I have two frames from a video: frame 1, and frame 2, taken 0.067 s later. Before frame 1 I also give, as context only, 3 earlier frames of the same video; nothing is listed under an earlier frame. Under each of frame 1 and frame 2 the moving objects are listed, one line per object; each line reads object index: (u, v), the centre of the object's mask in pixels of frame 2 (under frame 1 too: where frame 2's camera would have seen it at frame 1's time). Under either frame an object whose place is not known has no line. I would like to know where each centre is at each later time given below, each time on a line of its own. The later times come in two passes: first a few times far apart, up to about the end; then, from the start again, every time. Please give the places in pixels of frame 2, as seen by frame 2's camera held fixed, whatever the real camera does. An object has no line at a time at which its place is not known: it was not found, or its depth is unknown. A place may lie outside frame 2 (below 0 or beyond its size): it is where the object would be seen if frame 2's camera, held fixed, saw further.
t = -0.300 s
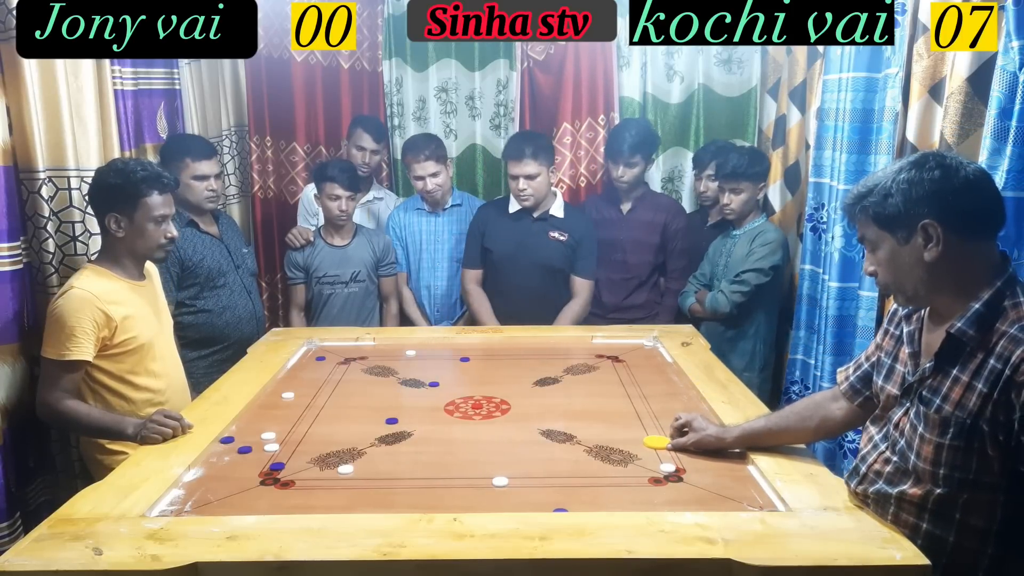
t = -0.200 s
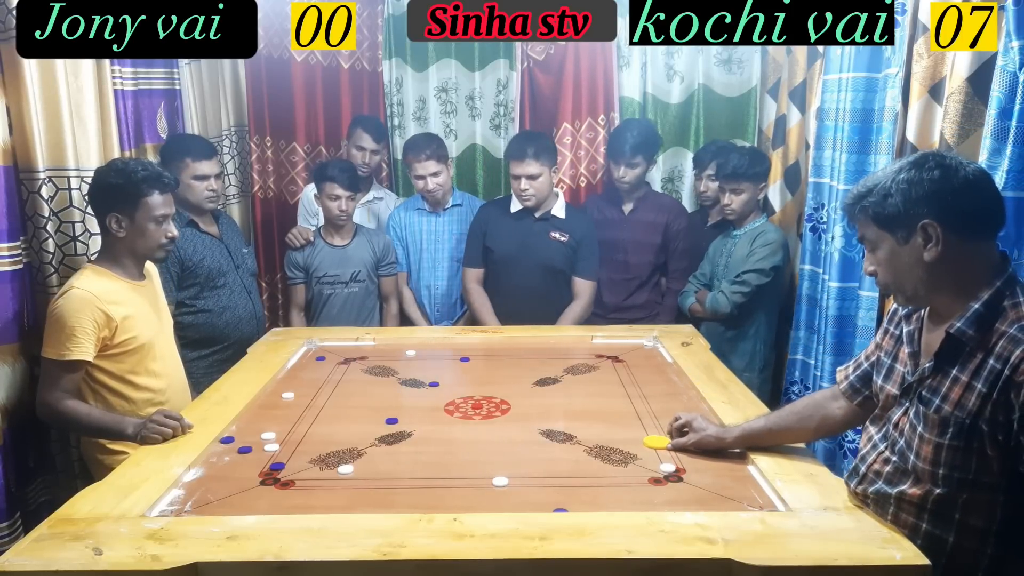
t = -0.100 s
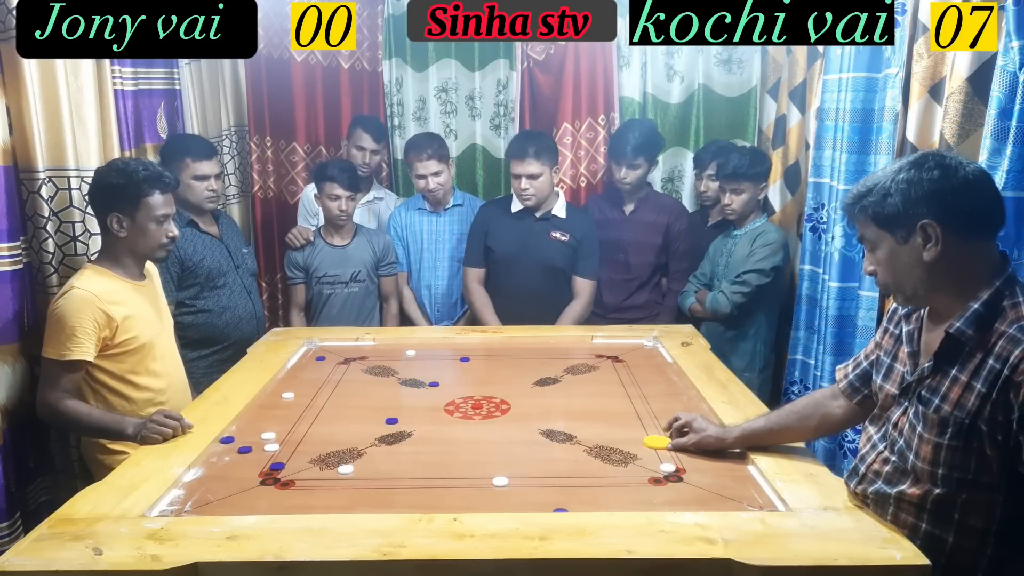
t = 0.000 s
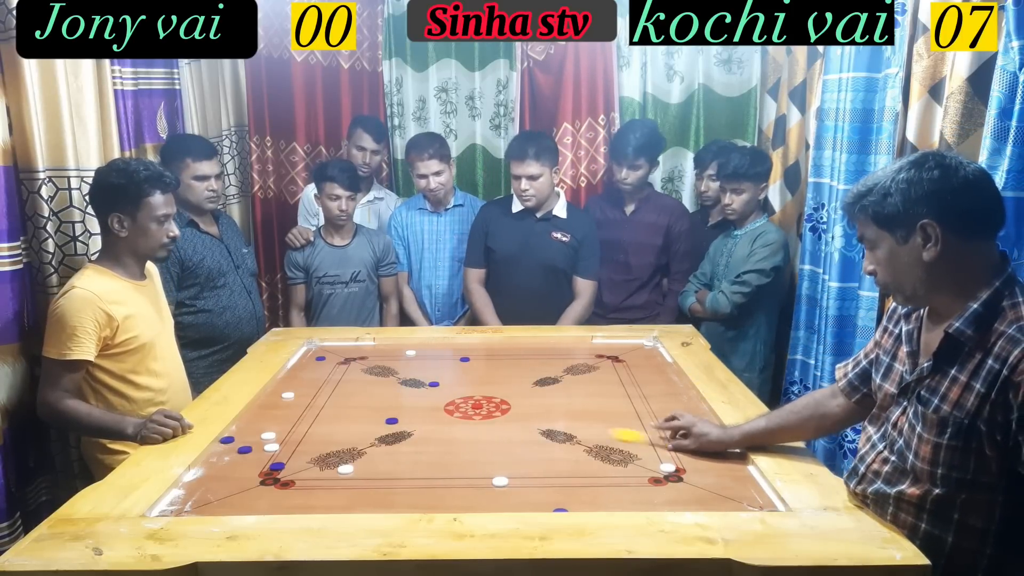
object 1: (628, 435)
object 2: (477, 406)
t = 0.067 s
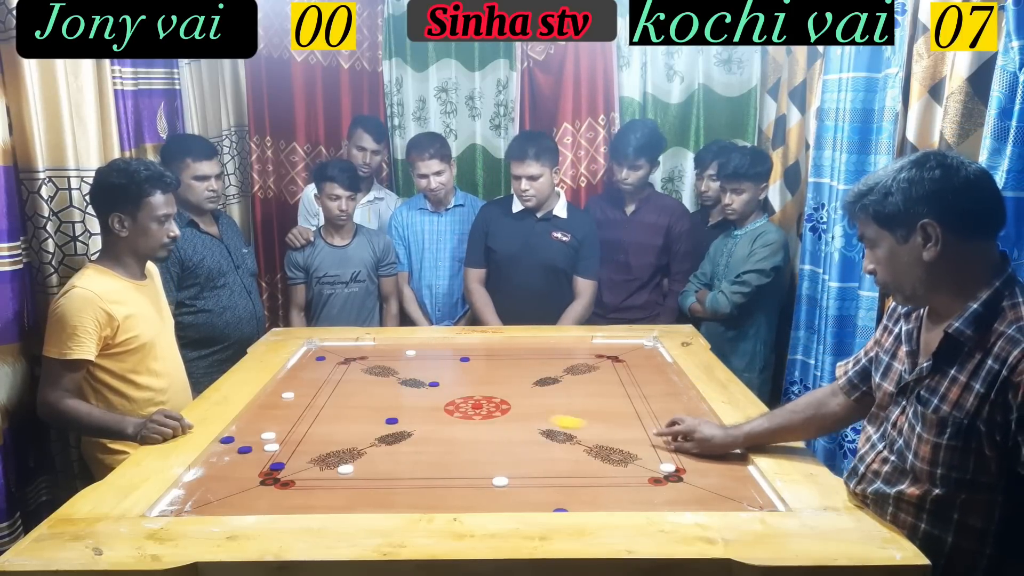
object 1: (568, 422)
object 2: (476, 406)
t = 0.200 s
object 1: (475, 400)
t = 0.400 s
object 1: (402, 381)
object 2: (268, 407)
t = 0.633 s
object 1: (345, 368)
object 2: (356, 428)
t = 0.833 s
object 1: (309, 363)
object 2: (424, 443)
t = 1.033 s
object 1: (301, 362)
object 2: (474, 454)
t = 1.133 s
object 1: (301, 362)
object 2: (492, 457)
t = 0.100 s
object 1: (539, 416)
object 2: (477, 406)
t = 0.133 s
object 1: (514, 410)
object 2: (476, 406)
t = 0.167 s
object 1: (491, 405)
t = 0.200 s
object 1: (475, 400)
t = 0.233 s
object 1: (460, 396)
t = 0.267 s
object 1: (446, 391)
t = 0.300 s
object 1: (433, 388)
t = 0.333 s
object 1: (422, 385)
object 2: (281, 399)
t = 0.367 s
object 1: (412, 383)
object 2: (264, 403)
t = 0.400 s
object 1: (402, 381)
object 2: (268, 407)
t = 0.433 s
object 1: (393, 379)
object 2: (281, 409)
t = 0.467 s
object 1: (383, 377)
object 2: (294, 413)
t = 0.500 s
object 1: (375, 375)
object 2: (306, 416)
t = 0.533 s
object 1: (367, 373)
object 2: (318, 419)
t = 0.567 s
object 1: (359, 372)
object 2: (331, 422)
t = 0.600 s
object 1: (352, 370)
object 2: (343, 425)
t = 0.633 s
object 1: (345, 368)
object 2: (356, 428)
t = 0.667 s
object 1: (337, 367)
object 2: (368, 430)
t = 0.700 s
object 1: (330, 366)
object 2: (380, 433)
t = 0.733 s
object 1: (325, 365)
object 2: (392, 436)
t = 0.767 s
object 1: (319, 364)
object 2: (402, 438)
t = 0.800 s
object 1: (314, 364)
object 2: (413, 441)
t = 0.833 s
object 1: (309, 363)
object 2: (424, 443)
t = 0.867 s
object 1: (305, 363)
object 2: (433, 445)
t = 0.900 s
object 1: (301, 363)
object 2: (442, 447)
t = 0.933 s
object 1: (301, 363)
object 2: (450, 449)
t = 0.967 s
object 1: (301, 362)
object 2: (459, 451)
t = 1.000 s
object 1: (301, 362)
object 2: (467, 452)
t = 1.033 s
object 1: (301, 362)
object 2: (474, 454)
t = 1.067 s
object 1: (301, 362)
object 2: (480, 455)
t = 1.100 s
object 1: (301, 362)
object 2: (487, 456)
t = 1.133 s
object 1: (301, 362)
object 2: (492, 457)
